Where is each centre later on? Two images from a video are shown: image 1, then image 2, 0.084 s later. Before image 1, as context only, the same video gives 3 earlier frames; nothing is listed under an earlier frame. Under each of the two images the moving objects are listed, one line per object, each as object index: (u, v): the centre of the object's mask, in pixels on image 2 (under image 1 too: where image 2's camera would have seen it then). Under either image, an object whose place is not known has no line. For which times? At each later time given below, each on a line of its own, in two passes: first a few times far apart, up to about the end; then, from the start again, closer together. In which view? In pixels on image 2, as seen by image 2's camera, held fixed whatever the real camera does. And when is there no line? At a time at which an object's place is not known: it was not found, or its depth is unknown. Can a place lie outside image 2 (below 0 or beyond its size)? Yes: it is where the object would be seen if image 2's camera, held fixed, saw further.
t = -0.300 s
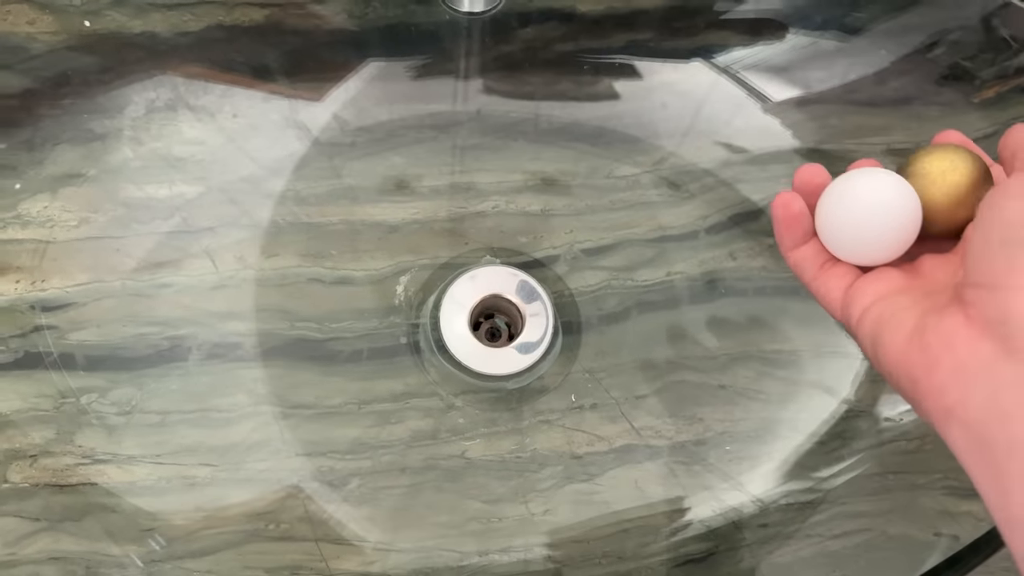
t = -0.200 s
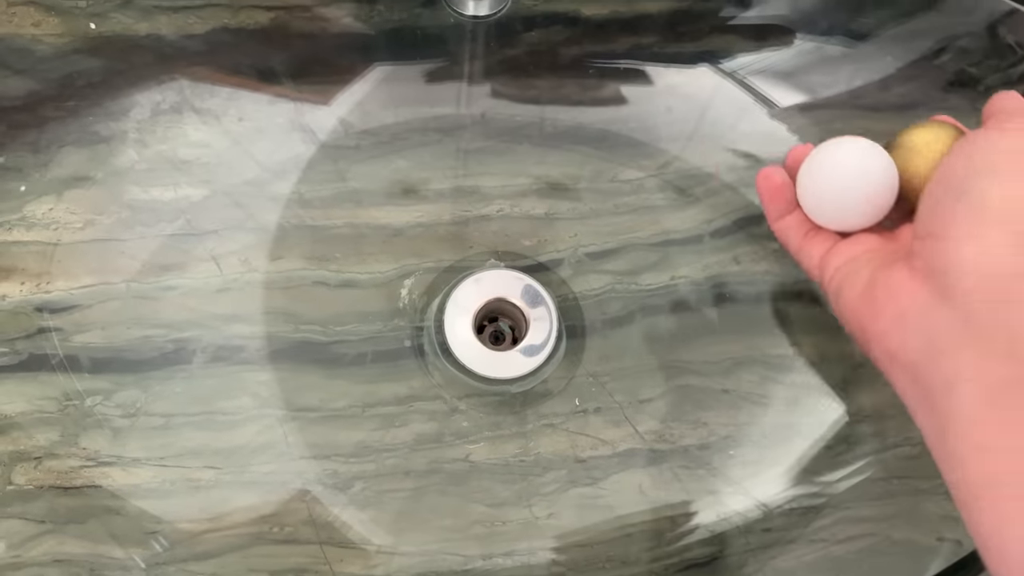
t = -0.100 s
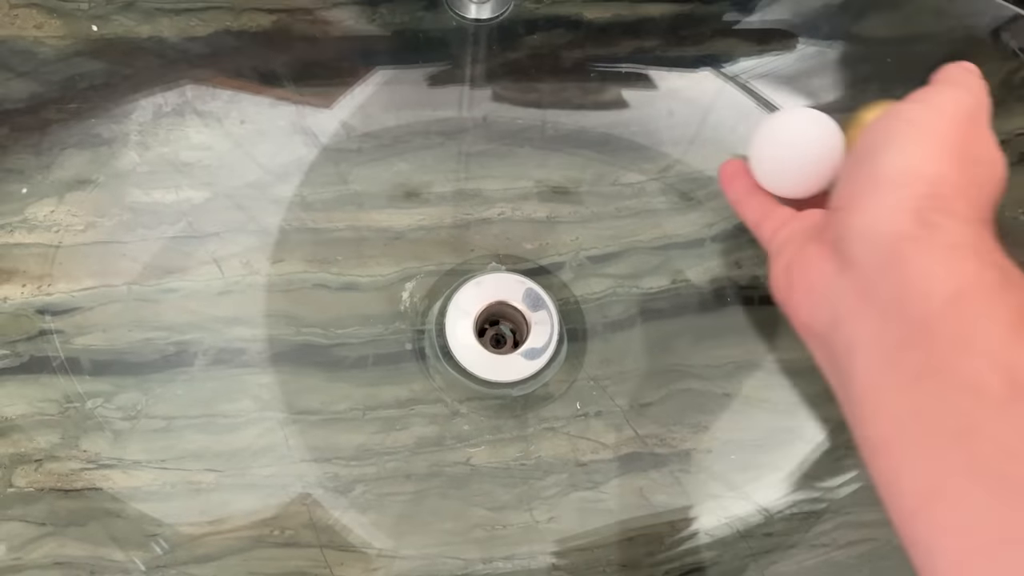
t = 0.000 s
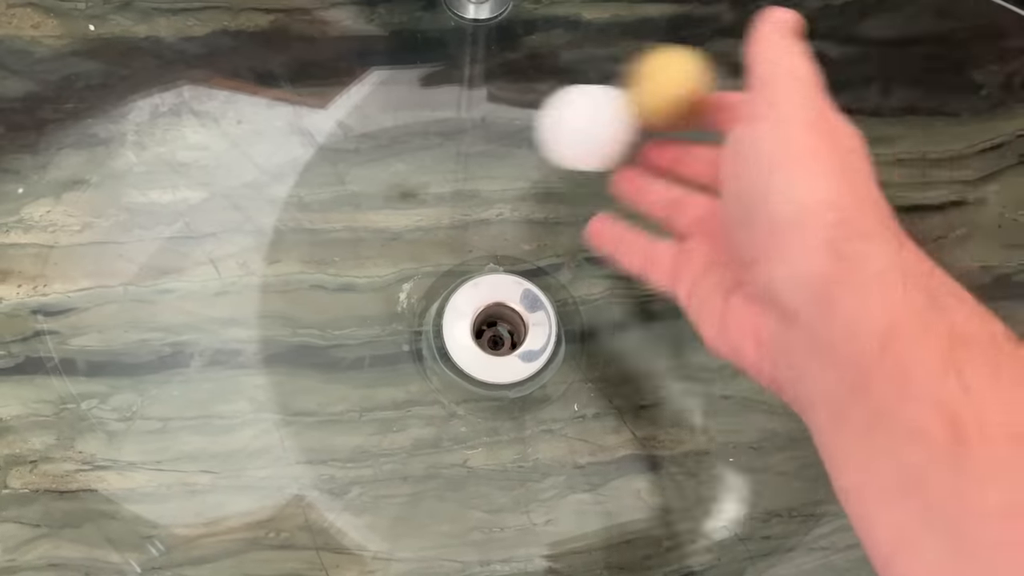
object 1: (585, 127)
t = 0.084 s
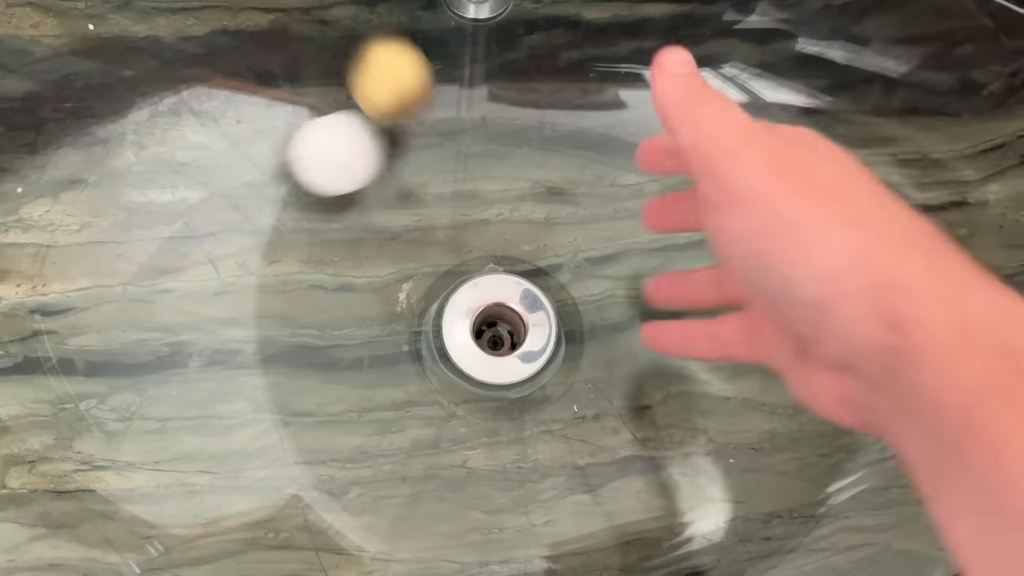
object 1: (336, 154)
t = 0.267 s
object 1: (4, 323)
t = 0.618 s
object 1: (444, 411)
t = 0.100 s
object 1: (293, 164)
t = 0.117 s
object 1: (250, 178)
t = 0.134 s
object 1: (203, 195)
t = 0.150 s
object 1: (159, 215)
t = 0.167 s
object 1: (122, 231)
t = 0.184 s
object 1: (89, 243)
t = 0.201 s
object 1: (56, 258)
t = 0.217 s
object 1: (34, 276)
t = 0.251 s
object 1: (11, 309)
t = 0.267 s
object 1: (4, 323)
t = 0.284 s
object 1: (0, 340)
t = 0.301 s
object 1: (-4, 360)
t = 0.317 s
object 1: (-6, 383)
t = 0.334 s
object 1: (-3, 401)
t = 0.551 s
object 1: (328, 454)
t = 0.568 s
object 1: (359, 444)
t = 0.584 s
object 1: (389, 433)
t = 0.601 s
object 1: (418, 423)
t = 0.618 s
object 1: (444, 411)
